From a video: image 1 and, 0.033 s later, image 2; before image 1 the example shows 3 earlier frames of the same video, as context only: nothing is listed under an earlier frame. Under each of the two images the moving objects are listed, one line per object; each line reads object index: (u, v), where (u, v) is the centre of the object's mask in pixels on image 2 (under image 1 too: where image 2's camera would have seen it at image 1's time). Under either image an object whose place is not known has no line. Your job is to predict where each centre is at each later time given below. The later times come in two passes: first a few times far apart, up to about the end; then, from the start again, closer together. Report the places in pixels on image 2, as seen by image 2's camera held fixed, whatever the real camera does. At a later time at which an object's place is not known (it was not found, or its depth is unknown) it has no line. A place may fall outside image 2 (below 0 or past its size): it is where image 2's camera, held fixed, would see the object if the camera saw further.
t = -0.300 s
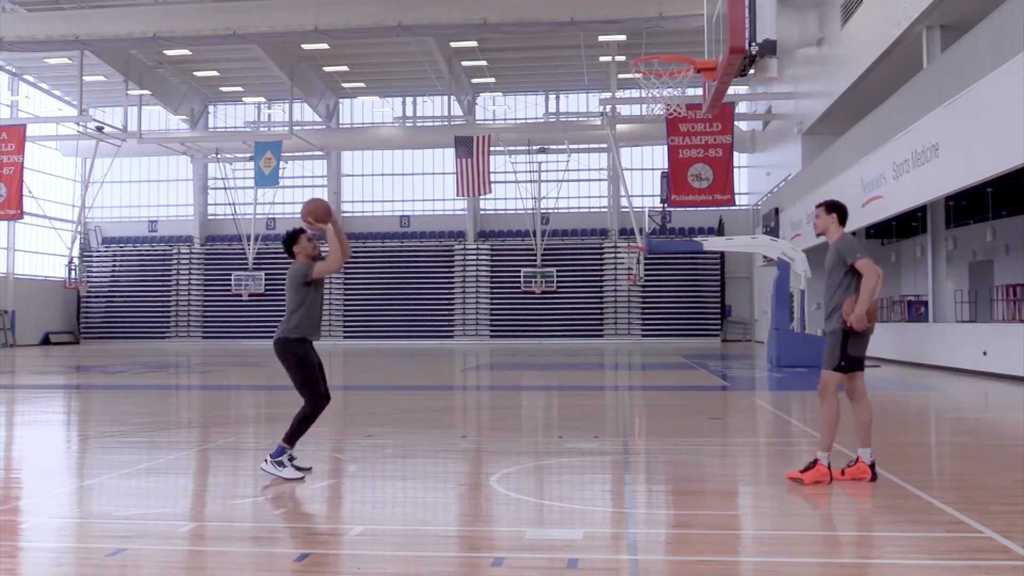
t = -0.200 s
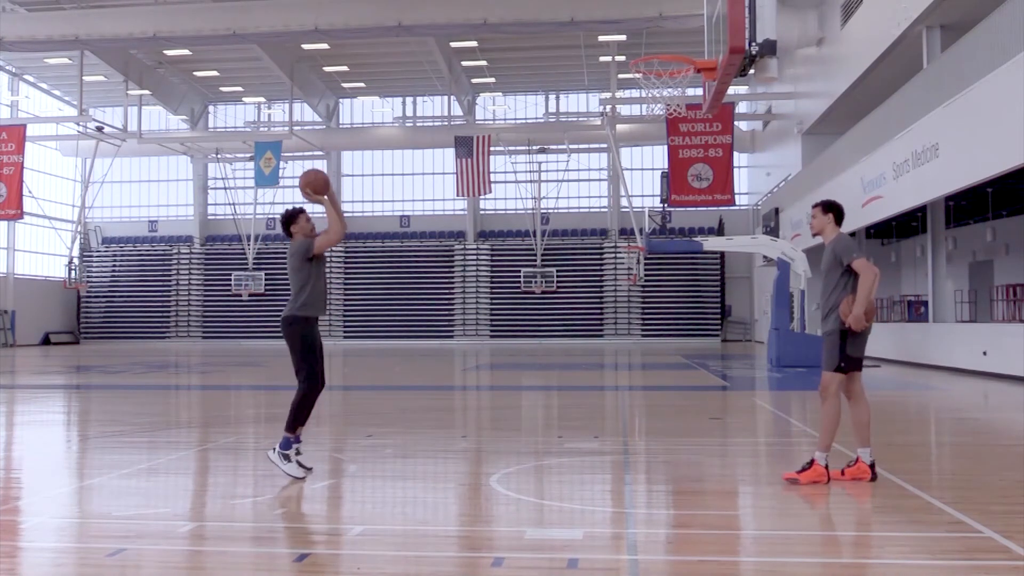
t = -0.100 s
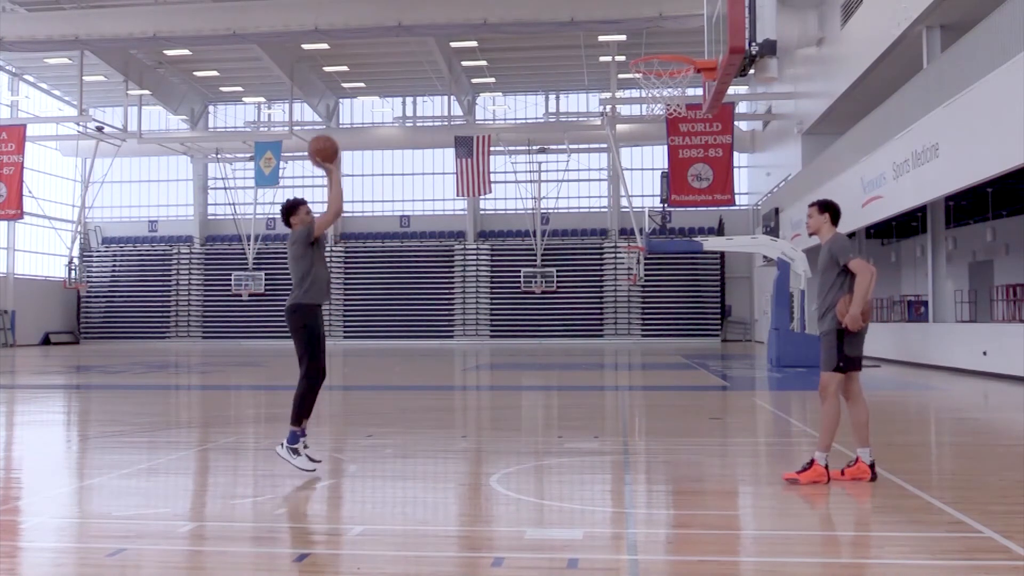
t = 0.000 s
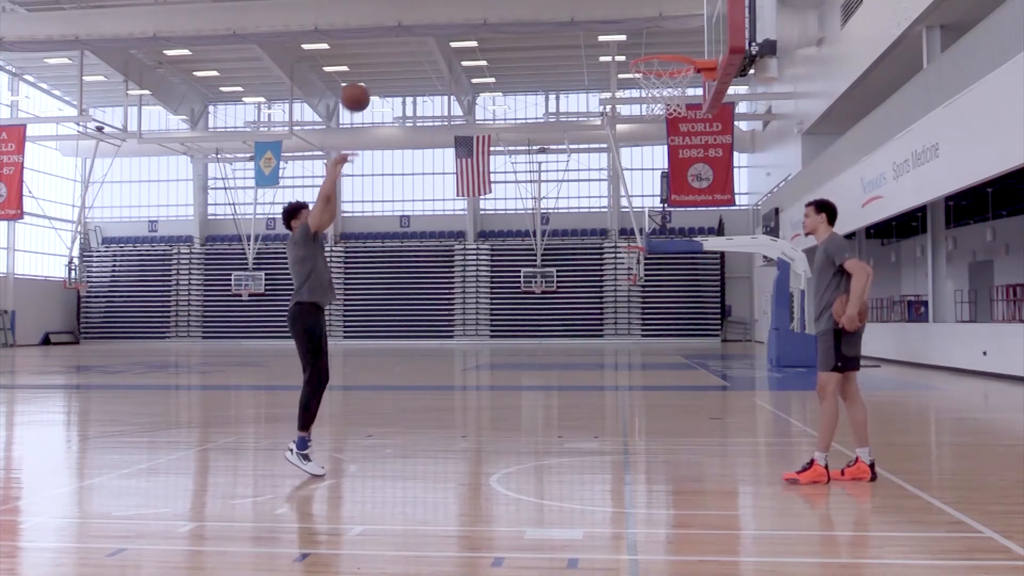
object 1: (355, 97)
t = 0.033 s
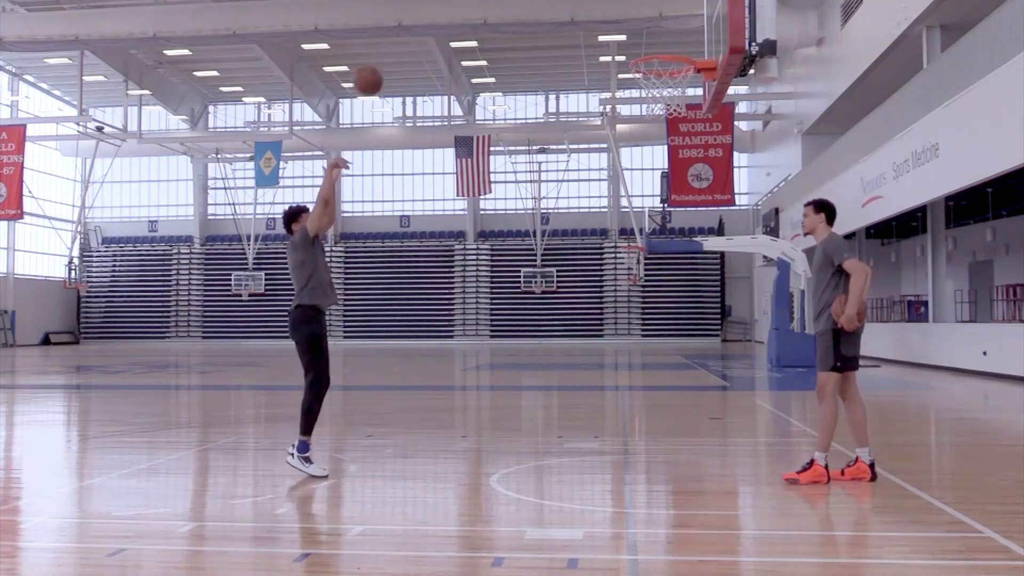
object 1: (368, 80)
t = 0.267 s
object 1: (457, 8)
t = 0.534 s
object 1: (558, 5)
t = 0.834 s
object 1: (665, 53)
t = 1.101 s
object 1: (663, 69)
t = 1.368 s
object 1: (682, 102)
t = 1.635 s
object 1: (666, 200)
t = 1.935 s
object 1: (651, 425)
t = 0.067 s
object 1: (381, 65)
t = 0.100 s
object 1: (394, 51)
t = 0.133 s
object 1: (407, 39)
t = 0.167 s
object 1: (419, 27)
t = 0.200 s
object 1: (431, 17)
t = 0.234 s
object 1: (445, 11)
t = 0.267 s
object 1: (457, 8)
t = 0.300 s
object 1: (470, 5)
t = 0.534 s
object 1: (558, 5)
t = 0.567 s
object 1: (571, 8)
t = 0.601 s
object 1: (584, 11)
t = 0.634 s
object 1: (596, 17)
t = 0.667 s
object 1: (610, 27)
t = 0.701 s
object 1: (623, 39)
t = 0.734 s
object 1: (634, 49)
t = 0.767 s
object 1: (645, 48)
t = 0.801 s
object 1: (654, 52)
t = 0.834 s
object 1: (665, 53)
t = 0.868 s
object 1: (673, 58)
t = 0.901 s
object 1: (676, 61)
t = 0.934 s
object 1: (670, 61)
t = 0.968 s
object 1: (659, 61)
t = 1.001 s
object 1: (652, 63)
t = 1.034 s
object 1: (649, 65)
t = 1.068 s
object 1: (656, 70)
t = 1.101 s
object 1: (663, 69)
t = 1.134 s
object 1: (670, 73)
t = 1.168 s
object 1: (678, 77)
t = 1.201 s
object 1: (684, 82)
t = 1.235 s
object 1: (687, 85)
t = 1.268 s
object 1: (687, 86)
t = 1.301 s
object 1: (687, 90)
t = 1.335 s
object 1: (685, 94)
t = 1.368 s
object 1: (682, 102)
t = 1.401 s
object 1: (681, 107)
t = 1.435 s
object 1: (678, 118)
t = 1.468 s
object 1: (675, 127)
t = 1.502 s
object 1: (674, 139)
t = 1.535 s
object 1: (671, 152)
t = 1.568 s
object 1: (669, 166)
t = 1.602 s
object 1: (668, 183)
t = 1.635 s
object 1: (666, 200)
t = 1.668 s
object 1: (664, 220)
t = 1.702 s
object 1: (662, 240)
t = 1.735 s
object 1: (660, 262)
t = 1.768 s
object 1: (658, 286)
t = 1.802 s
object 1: (657, 311)
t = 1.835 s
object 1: (655, 337)
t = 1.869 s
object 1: (654, 365)
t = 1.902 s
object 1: (652, 395)
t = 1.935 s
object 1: (651, 425)
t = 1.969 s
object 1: (649, 458)
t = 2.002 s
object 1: (647, 450)
